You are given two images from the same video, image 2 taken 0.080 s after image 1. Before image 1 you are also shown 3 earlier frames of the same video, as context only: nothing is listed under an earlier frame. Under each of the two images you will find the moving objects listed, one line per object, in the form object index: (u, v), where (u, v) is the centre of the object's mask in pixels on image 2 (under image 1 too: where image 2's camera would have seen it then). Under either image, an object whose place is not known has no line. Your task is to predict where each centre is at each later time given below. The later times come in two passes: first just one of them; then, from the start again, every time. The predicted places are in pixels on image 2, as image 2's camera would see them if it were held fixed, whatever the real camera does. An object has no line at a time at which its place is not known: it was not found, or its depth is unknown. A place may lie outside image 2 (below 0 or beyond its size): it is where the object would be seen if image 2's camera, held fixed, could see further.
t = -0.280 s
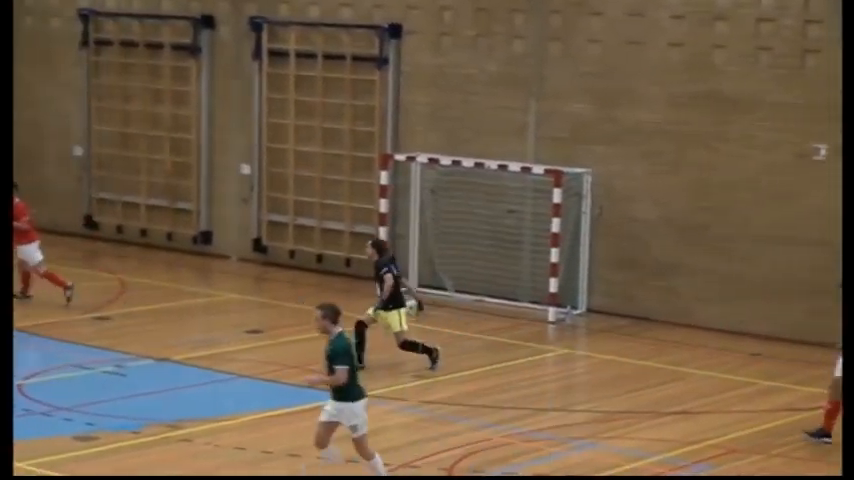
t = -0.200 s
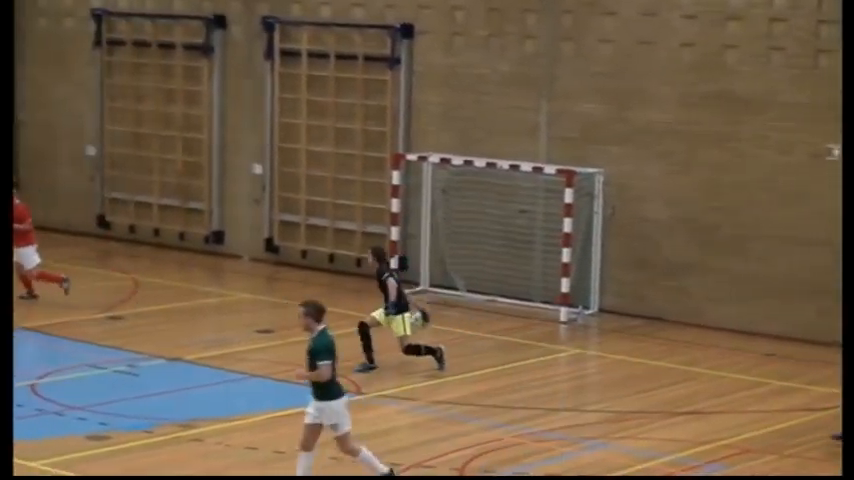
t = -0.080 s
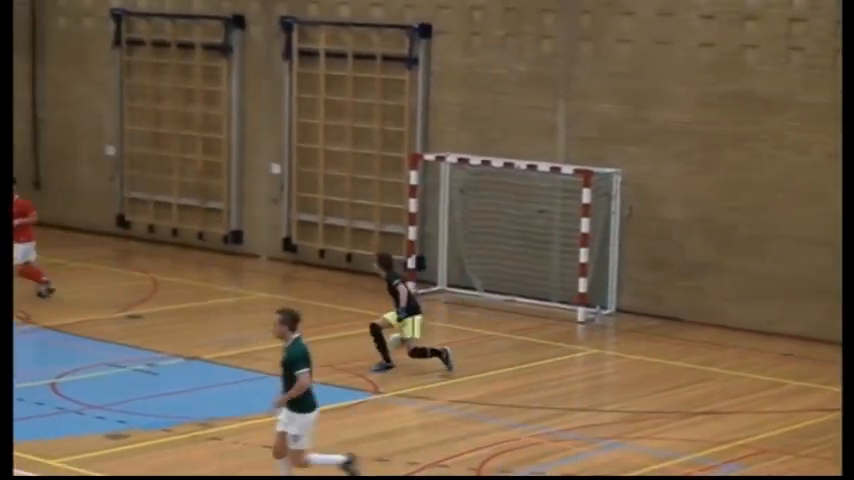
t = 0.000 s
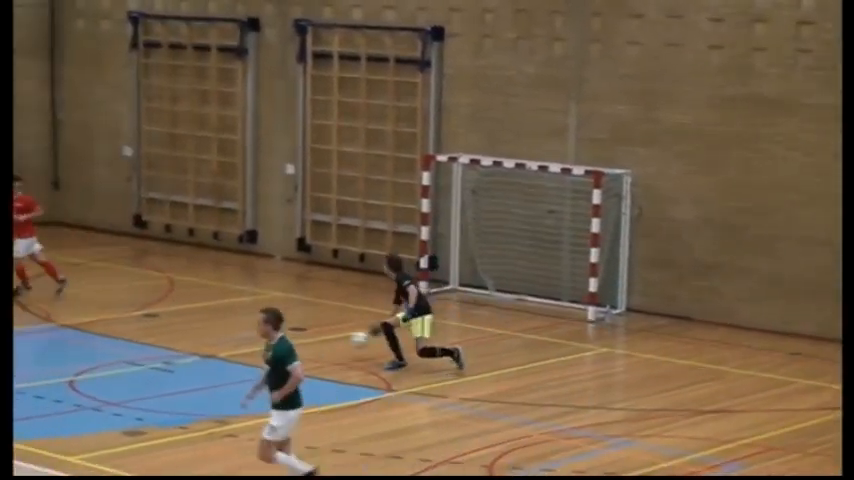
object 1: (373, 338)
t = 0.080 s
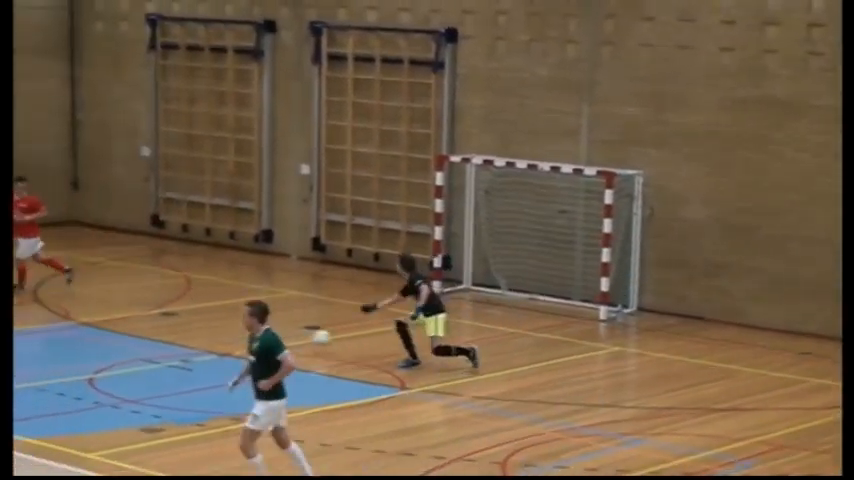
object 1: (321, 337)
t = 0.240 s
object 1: (228, 334)
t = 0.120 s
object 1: (295, 337)
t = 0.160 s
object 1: (271, 344)
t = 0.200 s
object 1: (249, 341)
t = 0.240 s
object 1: (228, 334)
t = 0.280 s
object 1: (209, 332)
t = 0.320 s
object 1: (185, 332)
